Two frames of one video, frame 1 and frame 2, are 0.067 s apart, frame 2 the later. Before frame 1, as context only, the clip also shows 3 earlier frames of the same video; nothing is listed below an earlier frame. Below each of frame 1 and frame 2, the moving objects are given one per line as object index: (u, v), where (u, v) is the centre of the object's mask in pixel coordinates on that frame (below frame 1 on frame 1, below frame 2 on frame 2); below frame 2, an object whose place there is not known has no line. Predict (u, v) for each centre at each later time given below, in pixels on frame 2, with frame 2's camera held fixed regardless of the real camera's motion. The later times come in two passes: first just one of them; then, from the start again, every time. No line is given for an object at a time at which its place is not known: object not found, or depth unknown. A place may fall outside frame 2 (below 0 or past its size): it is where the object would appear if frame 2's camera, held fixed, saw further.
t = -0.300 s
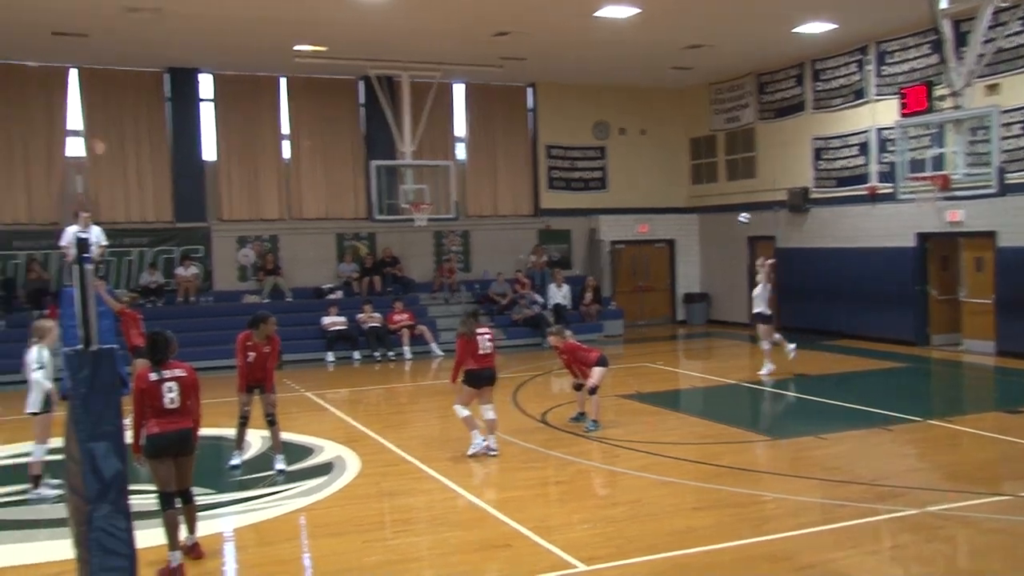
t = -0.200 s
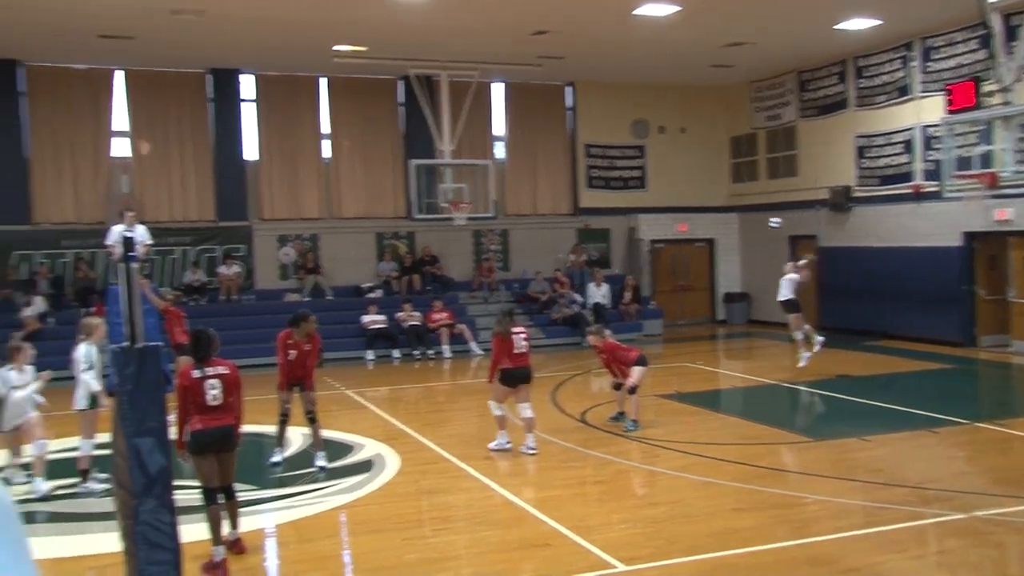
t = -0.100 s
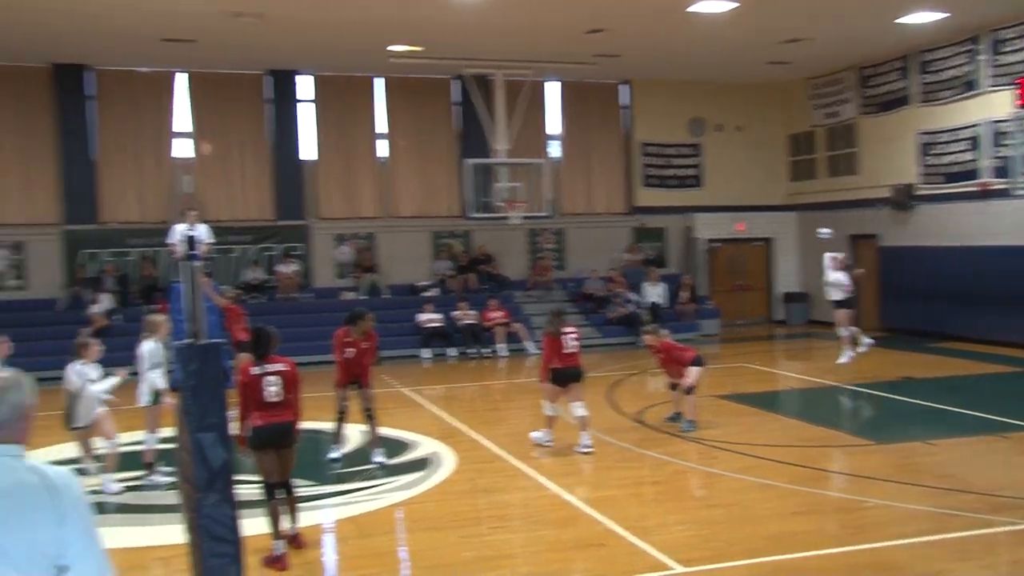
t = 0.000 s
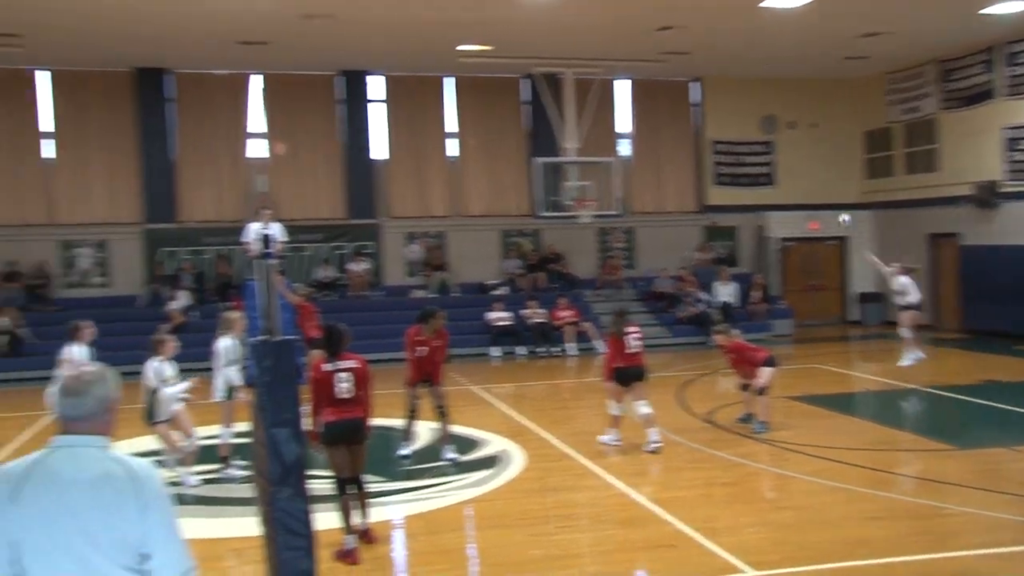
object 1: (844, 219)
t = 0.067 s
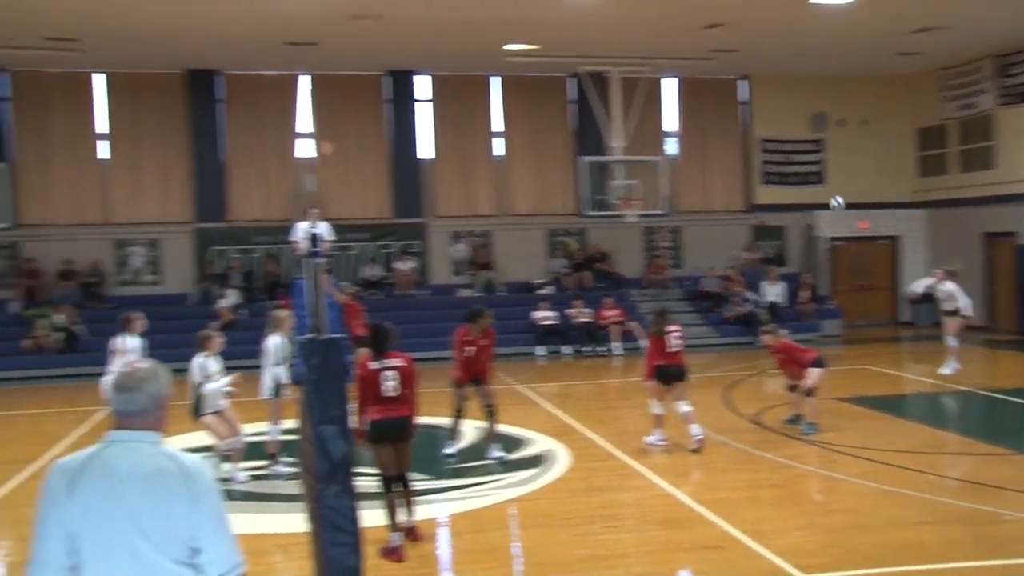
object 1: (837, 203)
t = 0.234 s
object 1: (694, 169)
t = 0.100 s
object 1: (808, 196)
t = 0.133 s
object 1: (780, 188)
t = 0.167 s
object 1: (751, 181)
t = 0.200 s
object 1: (724, 175)
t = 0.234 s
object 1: (694, 169)
